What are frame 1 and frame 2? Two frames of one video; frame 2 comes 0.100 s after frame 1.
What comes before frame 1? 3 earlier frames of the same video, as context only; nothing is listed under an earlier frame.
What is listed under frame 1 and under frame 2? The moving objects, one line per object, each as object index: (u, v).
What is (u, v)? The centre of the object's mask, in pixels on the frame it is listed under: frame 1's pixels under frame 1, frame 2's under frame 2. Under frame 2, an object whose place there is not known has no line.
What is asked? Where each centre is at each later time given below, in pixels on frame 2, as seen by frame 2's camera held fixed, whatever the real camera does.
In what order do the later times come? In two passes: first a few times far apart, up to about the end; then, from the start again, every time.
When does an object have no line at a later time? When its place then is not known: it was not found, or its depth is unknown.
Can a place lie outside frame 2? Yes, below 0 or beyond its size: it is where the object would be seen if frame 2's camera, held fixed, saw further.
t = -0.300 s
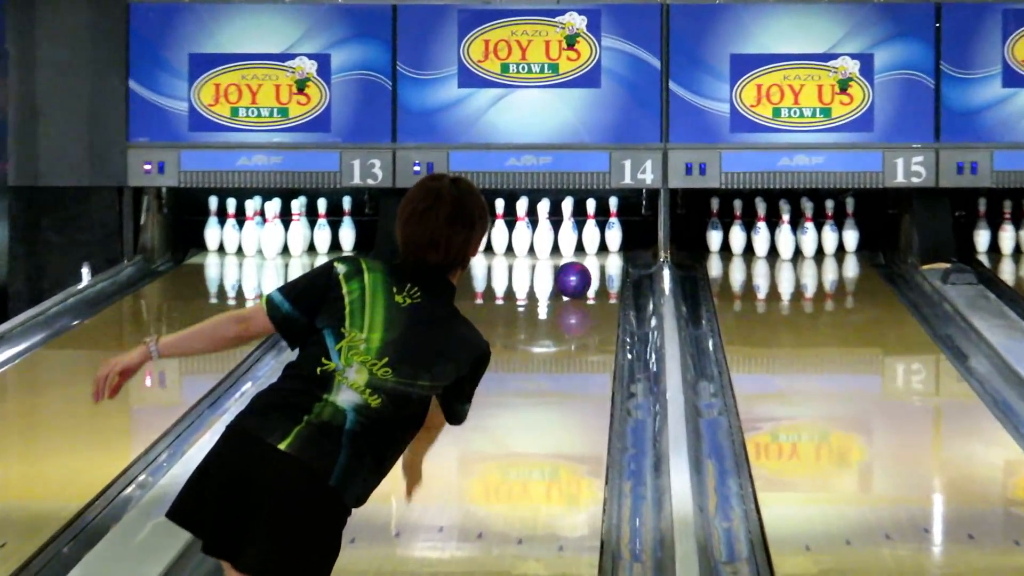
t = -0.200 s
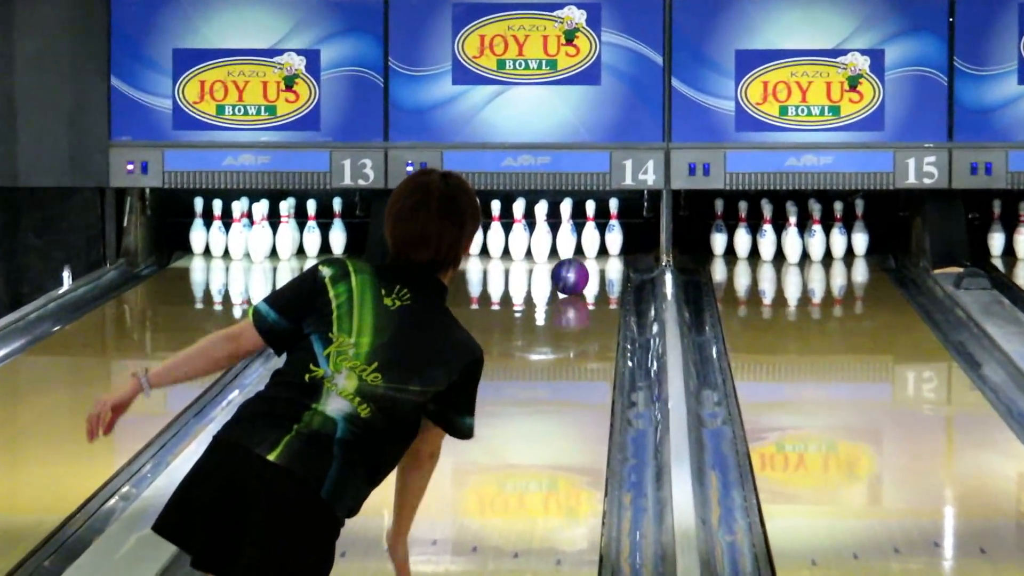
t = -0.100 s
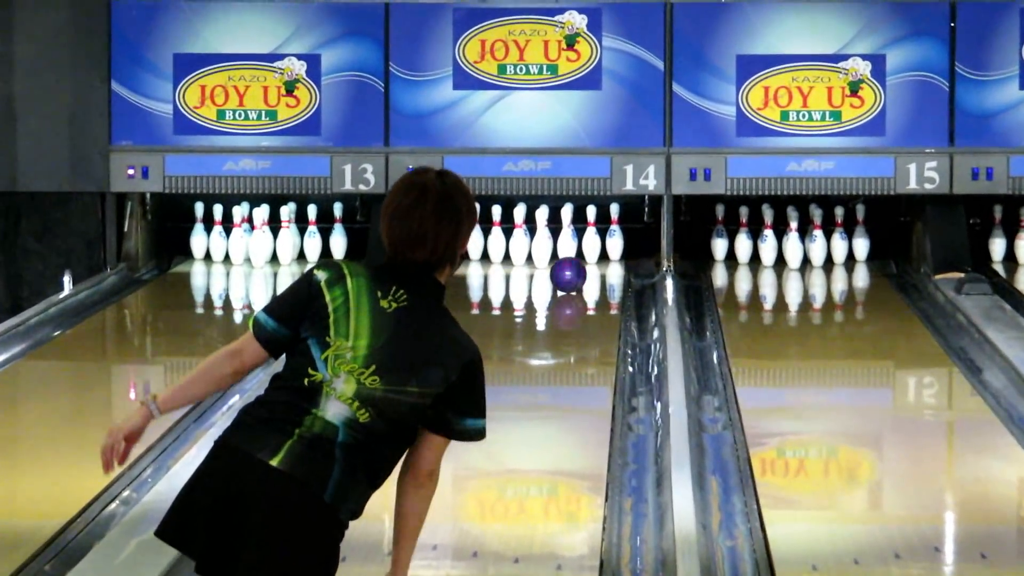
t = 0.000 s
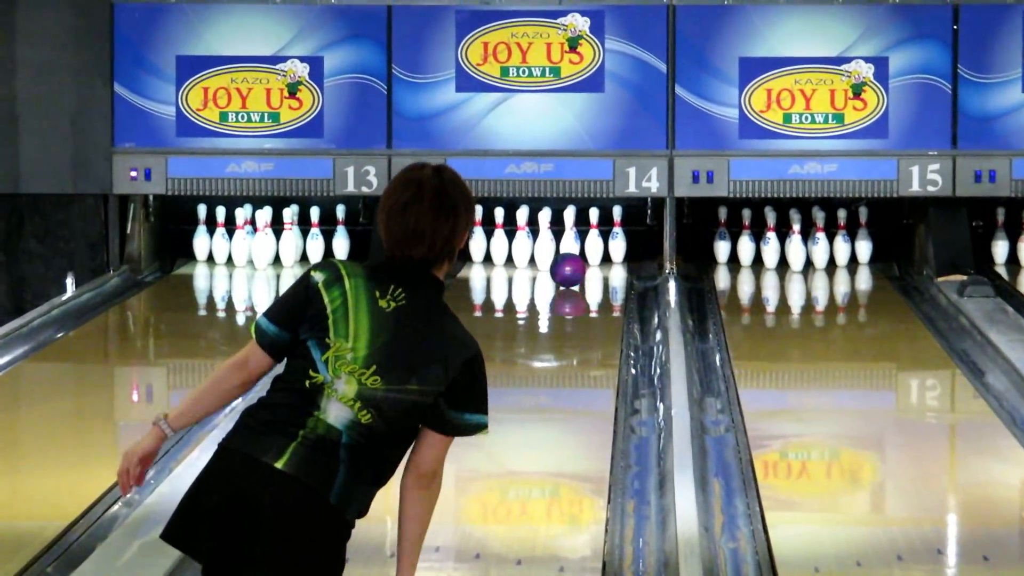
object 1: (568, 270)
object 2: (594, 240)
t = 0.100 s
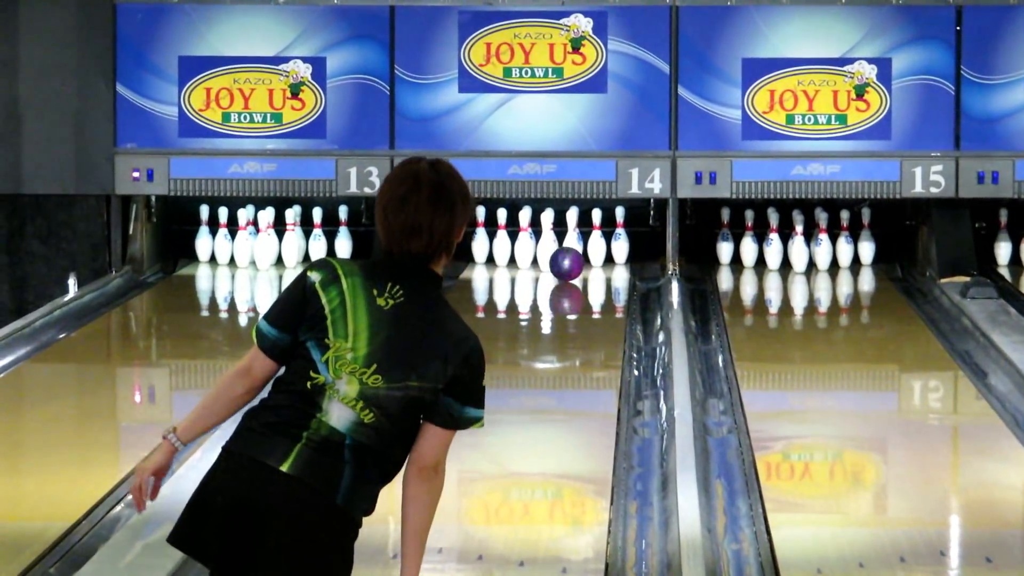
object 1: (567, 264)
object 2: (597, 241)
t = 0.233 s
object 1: (564, 255)
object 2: (597, 241)
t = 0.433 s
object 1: (576, 250)
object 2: (638, 253)
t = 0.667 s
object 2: (655, 255)
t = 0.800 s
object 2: (643, 262)
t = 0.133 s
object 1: (565, 262)
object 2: (597, 241)
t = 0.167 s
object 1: (564, 259)
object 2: (597, 241)
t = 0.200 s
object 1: (562, 257)
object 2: (597, 241)
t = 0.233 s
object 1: (564, 255)
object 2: (597, 241)
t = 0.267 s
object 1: (567, 254)
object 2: (597, 241)
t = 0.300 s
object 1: (566, 253)
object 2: (601, 241)
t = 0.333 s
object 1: (567, 252)
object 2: (611, 241)
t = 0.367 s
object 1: (570, 251)
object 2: (625, 243)
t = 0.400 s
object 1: (573, 250)
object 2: (637, 247)
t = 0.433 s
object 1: (576, 250)
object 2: (638, 253)
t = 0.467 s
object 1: (579, 248)
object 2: (637, 253)
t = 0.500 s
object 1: (582, 248)
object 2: (636, 257)
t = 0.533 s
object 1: (585, 248)
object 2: (638, 250)
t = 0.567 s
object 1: (585, 247)
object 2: (644, 250)
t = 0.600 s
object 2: (650, 251)
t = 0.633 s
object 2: (656, 254)
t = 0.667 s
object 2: (655, 255)
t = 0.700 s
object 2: (651, 256)
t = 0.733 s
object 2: (647, 257)
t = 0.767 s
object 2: (645, 259)
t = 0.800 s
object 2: (643, 262)
